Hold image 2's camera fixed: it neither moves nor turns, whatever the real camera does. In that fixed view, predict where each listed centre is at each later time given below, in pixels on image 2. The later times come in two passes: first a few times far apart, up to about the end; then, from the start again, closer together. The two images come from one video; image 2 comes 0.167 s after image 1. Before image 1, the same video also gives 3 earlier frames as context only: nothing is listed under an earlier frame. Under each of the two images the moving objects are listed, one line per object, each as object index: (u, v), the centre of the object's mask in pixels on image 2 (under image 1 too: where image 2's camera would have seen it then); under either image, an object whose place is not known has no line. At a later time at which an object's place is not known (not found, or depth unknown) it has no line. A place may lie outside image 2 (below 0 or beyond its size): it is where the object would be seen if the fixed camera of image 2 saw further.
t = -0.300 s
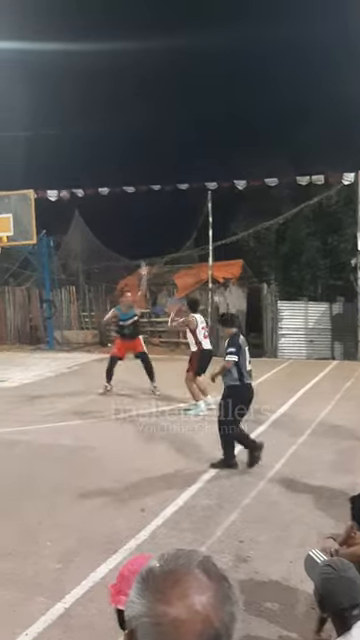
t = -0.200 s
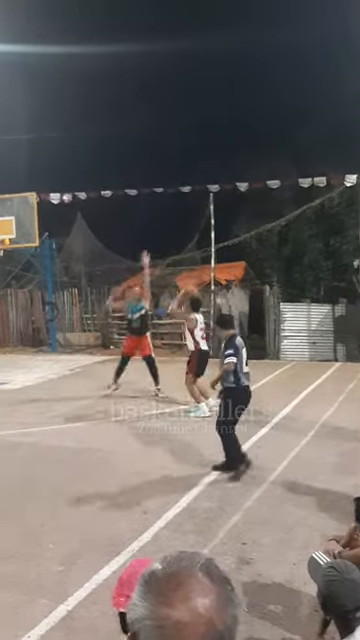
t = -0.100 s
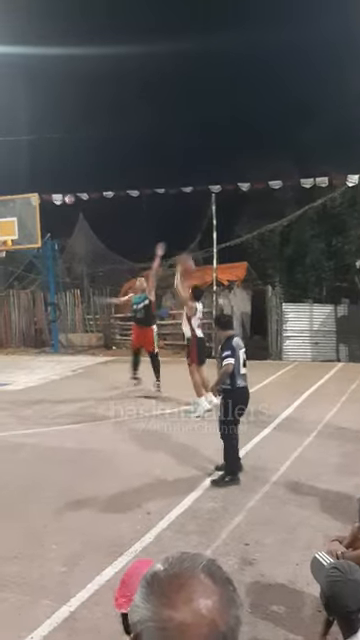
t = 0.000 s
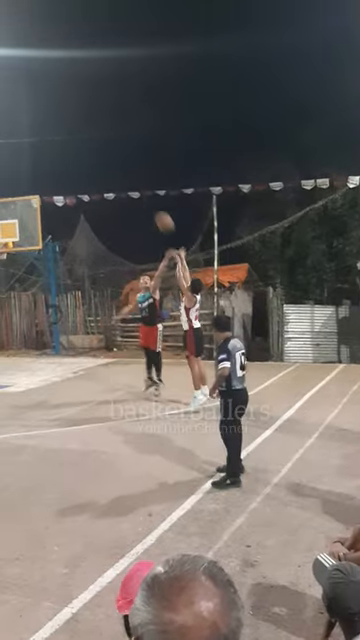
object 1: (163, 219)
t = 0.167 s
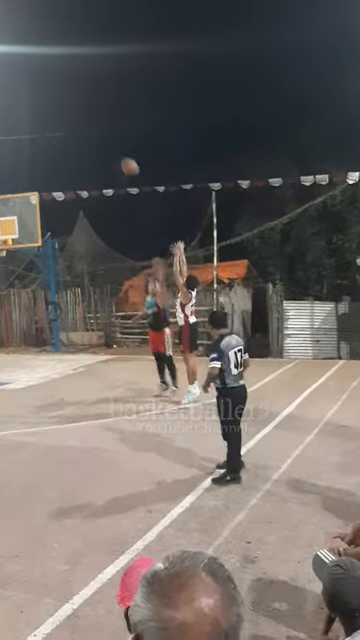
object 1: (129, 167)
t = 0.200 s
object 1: (123, 160)
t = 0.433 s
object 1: (85, 130)
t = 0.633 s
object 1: (60, 133)
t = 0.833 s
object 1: (40, 155)
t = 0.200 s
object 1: (123, 160)
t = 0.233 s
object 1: (117, 153)
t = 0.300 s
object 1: (106, 142)
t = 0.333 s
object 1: (100, 138)
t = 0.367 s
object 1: (95, 134)
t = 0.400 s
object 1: (90, 132)
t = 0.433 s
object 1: (85, 130)
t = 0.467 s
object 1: (81, 129)
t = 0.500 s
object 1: (76, 129)
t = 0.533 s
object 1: (72, 129)
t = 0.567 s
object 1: (68, 130)
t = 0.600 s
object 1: (64, 131)
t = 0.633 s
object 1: (60, 133)
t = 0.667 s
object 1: (57, 136)
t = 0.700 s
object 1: (53, 139)
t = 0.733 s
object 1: (50, 142)
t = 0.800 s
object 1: (43, 150)
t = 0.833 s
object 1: (40, 155)
